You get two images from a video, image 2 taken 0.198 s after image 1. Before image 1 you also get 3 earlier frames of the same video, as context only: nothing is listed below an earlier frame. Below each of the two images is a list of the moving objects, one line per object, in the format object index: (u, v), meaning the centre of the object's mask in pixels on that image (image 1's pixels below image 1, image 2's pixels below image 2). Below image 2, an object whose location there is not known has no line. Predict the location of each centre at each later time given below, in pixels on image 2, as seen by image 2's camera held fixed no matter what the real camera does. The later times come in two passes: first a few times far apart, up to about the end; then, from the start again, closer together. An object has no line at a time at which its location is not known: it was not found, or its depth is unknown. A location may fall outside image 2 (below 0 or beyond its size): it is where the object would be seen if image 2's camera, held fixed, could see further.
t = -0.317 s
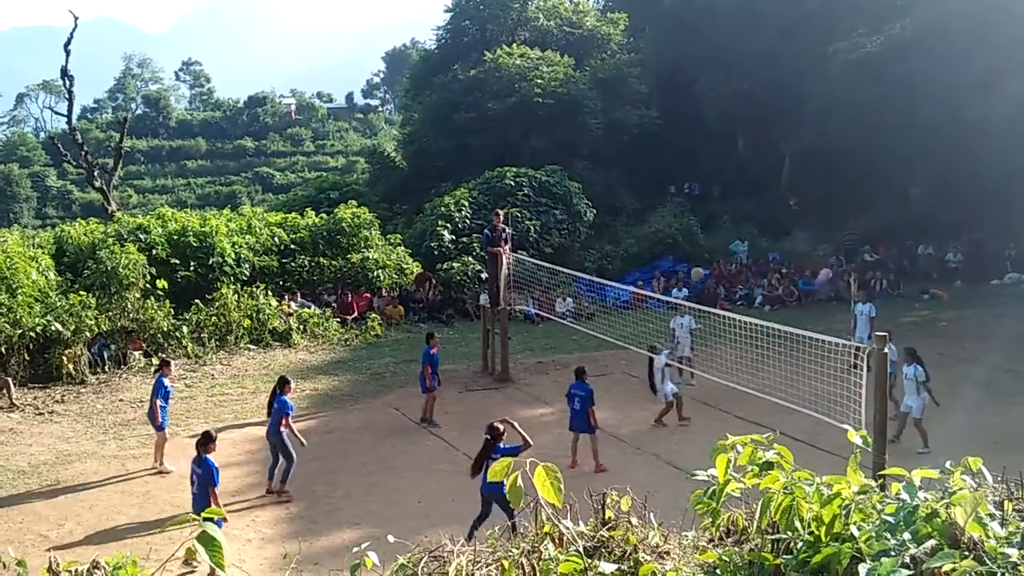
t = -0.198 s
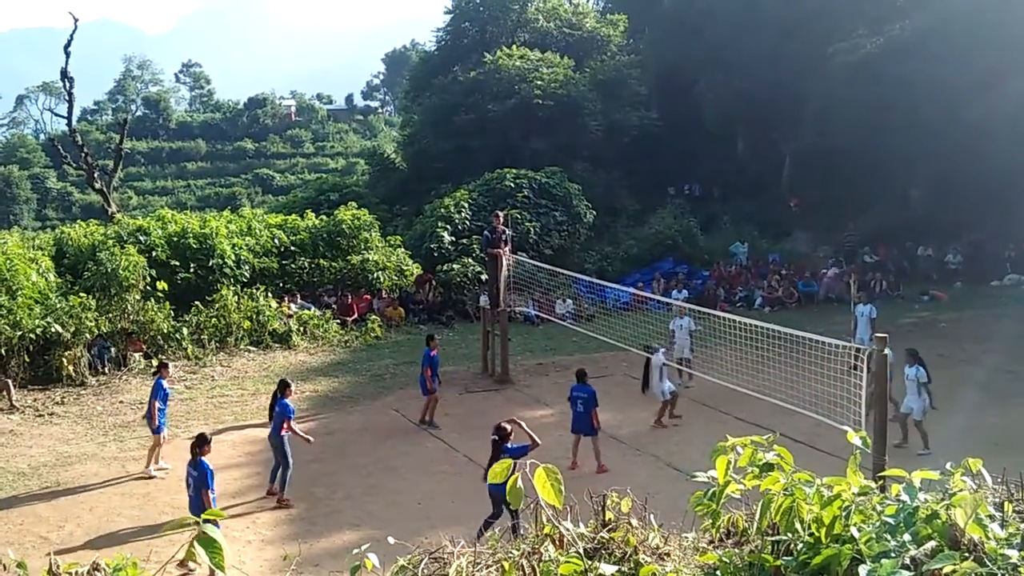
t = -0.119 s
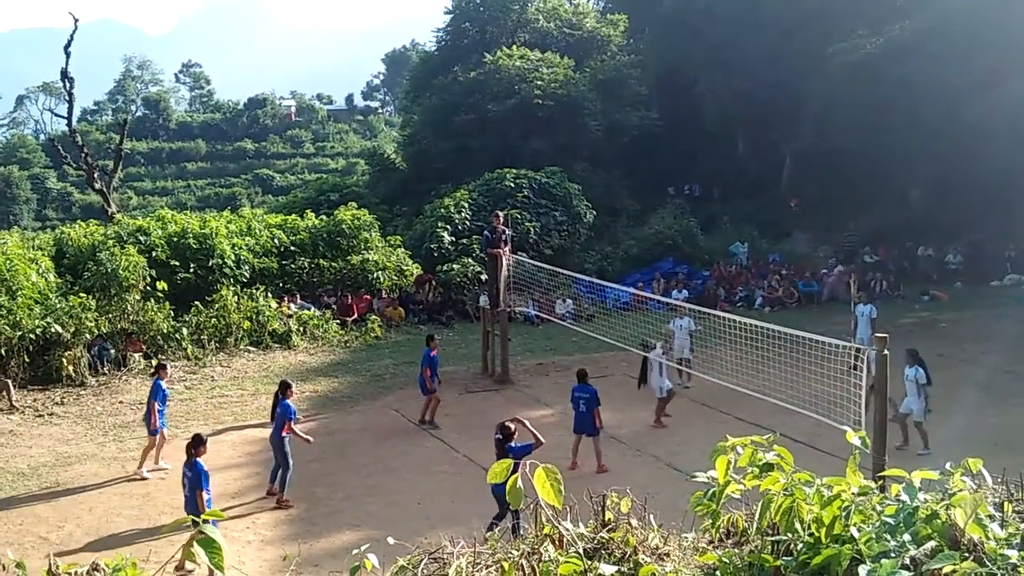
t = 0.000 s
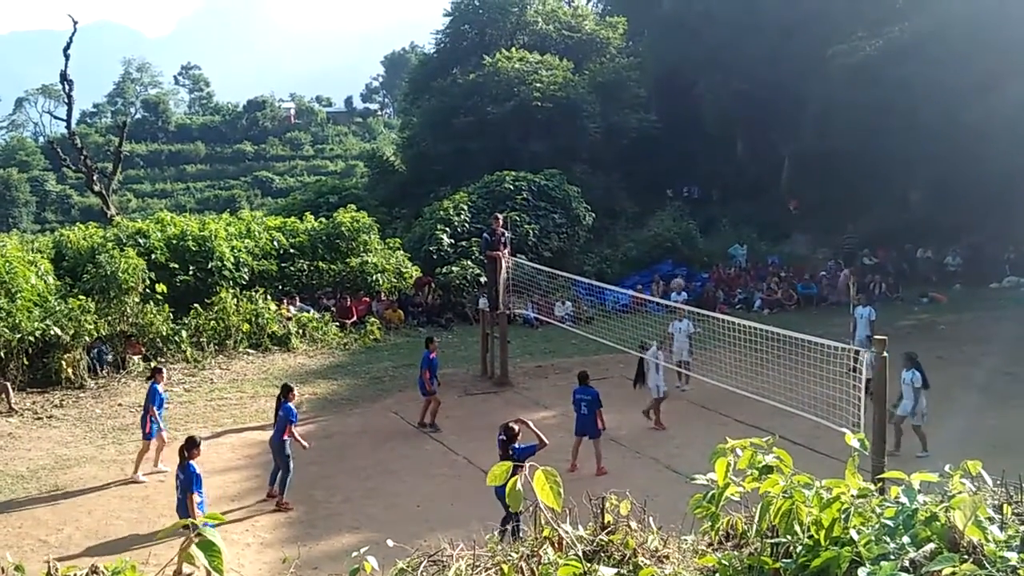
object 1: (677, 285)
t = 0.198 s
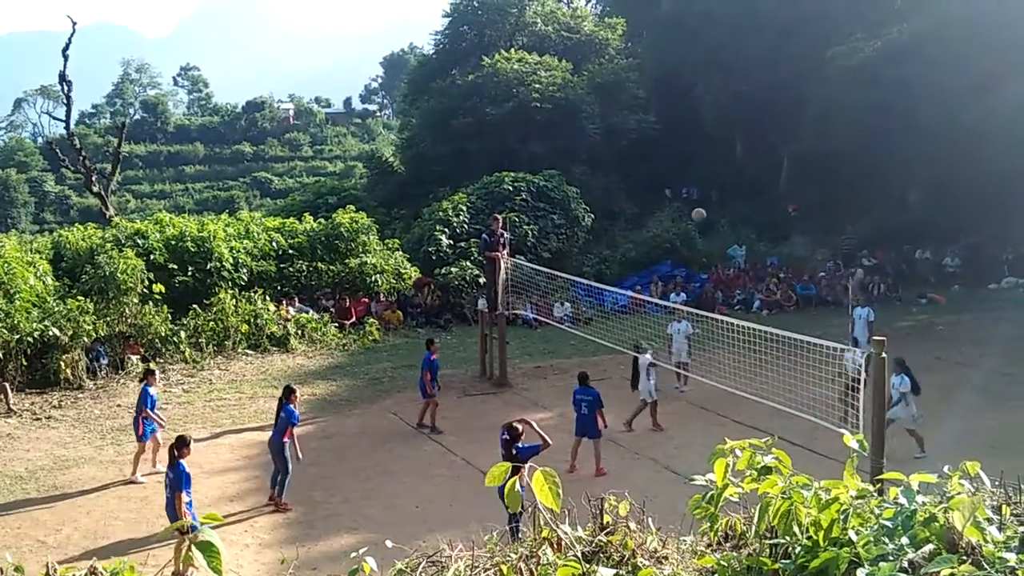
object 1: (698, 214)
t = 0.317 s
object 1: (712, 183)
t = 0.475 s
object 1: (730, 153)
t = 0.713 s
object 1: (759, 139)
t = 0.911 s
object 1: (781, 156)
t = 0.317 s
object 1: (712, 183)
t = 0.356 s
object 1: (717, 174)
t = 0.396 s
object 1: (721, 166)
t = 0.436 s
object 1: (726, 159)
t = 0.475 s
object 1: (730, 153)
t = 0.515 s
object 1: (735, 148)
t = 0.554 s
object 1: (740, 145)
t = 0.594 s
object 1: (744, 141)
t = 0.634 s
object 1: (749, 139)
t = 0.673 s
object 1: (754, 139)
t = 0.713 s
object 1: (759, 139)
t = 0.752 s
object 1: (763, 140)
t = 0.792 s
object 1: (768, 143)
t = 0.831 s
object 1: (772, 146)
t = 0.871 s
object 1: (777, 151)
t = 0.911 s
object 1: (781, 156)
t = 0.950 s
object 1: (785, 163)
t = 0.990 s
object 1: (790, 170)
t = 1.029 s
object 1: (794, 179)
